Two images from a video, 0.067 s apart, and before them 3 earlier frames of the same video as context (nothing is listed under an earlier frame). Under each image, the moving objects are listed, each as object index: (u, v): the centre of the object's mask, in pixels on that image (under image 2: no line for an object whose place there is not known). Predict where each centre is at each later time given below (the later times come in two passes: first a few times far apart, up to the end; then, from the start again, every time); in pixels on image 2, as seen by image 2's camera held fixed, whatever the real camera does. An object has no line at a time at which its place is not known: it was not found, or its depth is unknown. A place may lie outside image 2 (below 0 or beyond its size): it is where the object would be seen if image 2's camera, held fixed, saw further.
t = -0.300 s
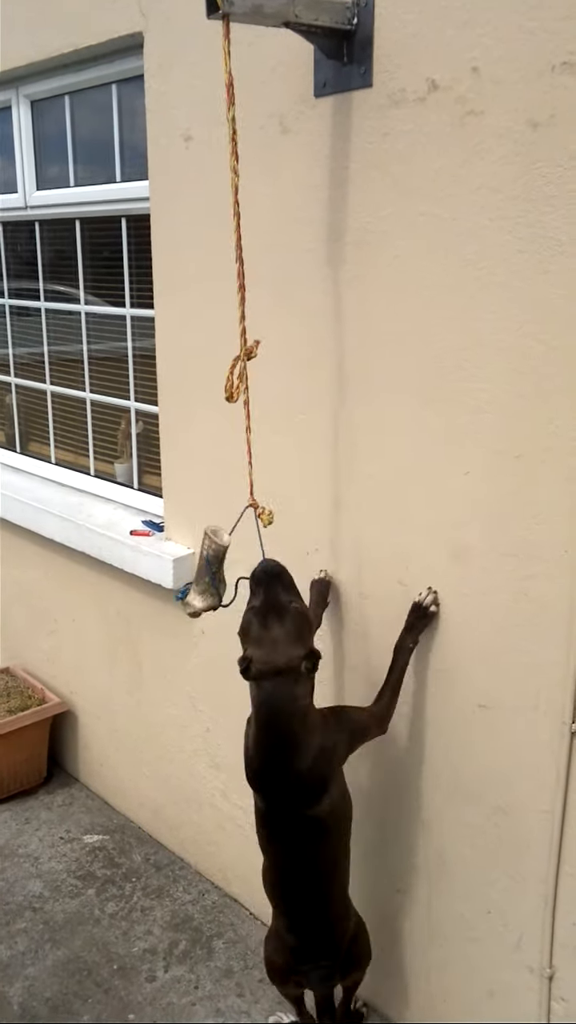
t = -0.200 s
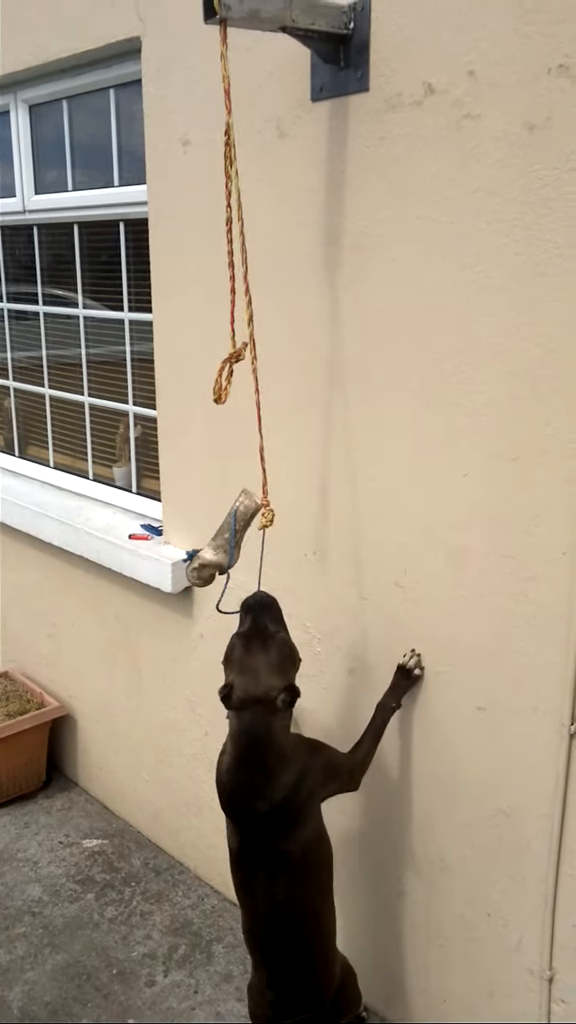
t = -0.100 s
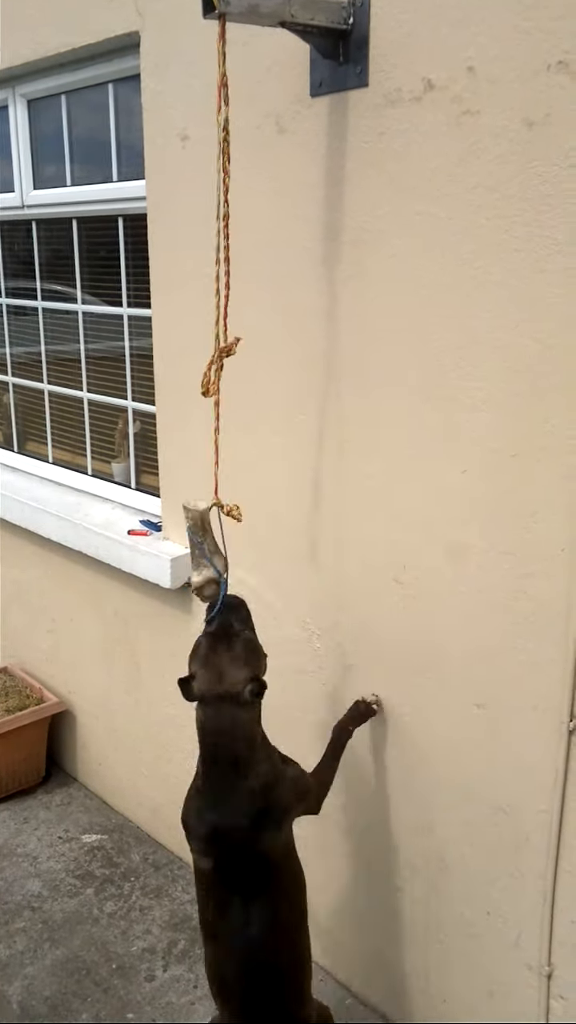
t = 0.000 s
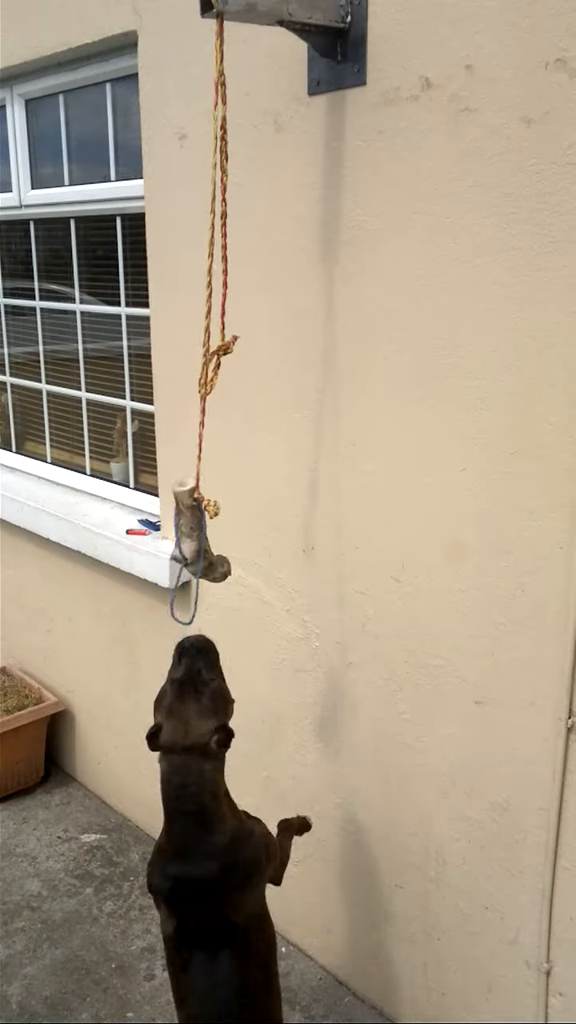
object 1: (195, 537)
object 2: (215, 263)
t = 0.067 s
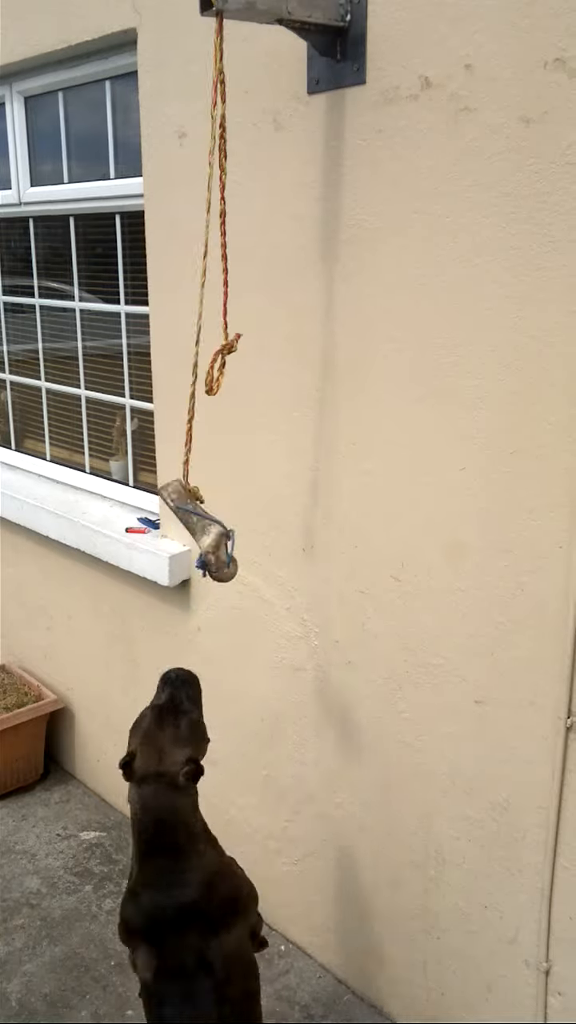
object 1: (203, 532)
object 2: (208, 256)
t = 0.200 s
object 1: (228, 543)
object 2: (220, 267)
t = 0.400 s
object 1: (261, 542)
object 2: (246, 277)
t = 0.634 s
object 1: (277, 541)
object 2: (242, 281)
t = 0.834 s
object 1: (266, 526)
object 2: (234, 275)
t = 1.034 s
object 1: (242, 513)
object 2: (225, 277)
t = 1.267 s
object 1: (207, 503)
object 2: (209, 259)
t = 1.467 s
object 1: (187, 508)
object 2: (199, 257)
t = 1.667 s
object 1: (183, 524)
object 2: (201, 249)
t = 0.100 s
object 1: (208, 526)
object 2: (216, 268)
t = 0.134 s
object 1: (215, 527)
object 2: (221, 269)
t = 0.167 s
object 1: (222, 534)
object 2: (221, 255)
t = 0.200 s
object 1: (228, 543)
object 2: (220, 267)
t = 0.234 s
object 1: (234, 553)
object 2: (229, 275)
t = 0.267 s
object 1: (240, 551)
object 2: (236, 286)
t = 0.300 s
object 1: (246, 543)
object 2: (241, 284)
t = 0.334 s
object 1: (252, 539)
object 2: (243, 283)
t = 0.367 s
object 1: (257, 540)
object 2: (246, 280)
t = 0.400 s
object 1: (261, 542)
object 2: (246, 277)
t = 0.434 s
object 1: (265, 546)
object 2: (244, 284)
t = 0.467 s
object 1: (268, 547)
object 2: (240, 272)
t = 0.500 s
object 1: (270, 544)
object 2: (238, 271)
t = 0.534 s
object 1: (272, 540)
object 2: (237, 273)
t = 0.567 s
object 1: (274, 539)
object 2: (237, 275)
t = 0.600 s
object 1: (276, 540)
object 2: (240, 283)
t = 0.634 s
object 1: (277, 541)
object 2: (242, 281)
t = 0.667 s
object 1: (277, 540)
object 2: (245, 274)
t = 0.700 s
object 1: (277, 534)
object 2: (246, 275)
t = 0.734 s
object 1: (275, 531)
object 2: (245, 272)
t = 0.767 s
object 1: (273, 528)
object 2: (242, 275)
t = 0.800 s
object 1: (269, 527)
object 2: (238, 271)
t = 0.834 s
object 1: (266, 526)
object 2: (234, 275)
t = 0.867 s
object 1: (262, 526)
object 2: (231, 275)
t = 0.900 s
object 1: (259, 523)
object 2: (229, 279)
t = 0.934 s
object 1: (255, 519)
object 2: (229, 277)
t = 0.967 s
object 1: (251, 516)
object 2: (228, 277)
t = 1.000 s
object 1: (246, 514)
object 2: (227, 277)
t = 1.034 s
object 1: (242, 513)
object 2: (225, 277)
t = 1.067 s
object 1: (236, 510)
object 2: (223, 268)
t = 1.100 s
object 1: (231, 506)
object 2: (220, 259)
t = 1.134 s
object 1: (225, 504)
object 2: (217, 260)
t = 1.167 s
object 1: (220, 504)
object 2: (214, 260)
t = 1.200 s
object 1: (216, 504)
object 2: (212, 263)
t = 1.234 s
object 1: (212, 504)
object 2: (210, 260)
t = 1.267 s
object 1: (207, 503)
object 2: (209, 259)
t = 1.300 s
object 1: (204, 503)
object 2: (207, 262)
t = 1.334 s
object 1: (199, 503)
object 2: (205, 264)
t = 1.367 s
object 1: (196, 503)
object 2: (204, 262)
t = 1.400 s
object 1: (192, 505)
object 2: (201, 258)
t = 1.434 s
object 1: (189, 507)
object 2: (199, 257)
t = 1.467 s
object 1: (187, 508)
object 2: (199, 257)
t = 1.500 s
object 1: (185, 510)
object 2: (199, 255)
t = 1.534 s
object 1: (184, 514)
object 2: (200, 256)
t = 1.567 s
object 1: (183, 517)
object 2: (199, 257)
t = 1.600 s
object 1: (183, 519)
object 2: (200, 257)
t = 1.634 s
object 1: (183, 522)
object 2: (200, 252)
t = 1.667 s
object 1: (183, 524)
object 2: (201, 249)
